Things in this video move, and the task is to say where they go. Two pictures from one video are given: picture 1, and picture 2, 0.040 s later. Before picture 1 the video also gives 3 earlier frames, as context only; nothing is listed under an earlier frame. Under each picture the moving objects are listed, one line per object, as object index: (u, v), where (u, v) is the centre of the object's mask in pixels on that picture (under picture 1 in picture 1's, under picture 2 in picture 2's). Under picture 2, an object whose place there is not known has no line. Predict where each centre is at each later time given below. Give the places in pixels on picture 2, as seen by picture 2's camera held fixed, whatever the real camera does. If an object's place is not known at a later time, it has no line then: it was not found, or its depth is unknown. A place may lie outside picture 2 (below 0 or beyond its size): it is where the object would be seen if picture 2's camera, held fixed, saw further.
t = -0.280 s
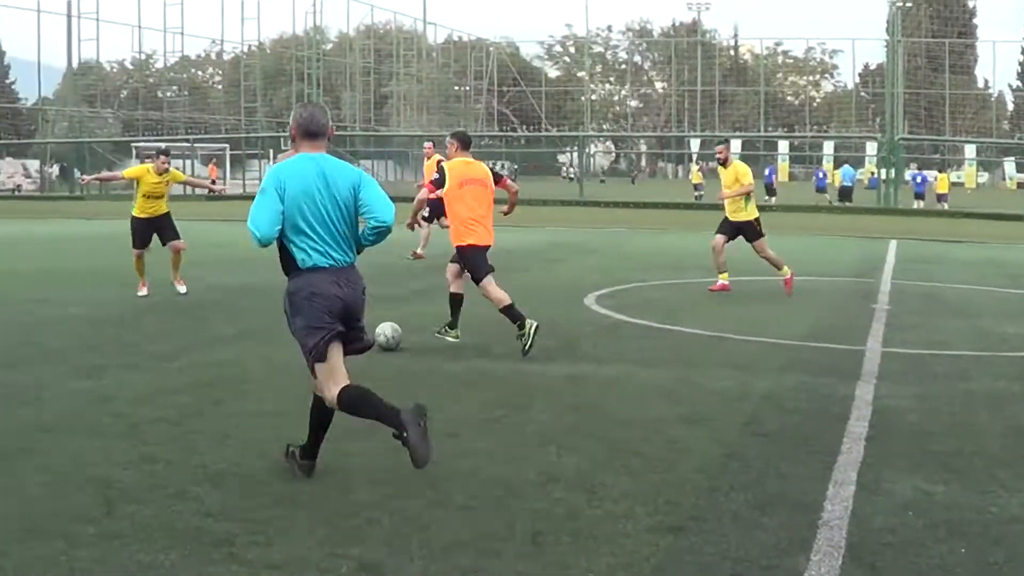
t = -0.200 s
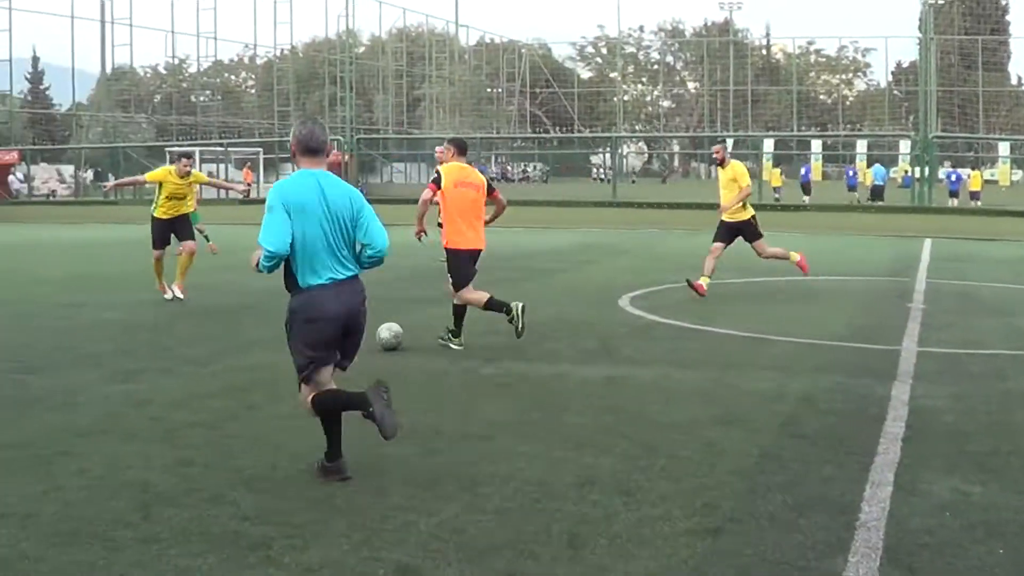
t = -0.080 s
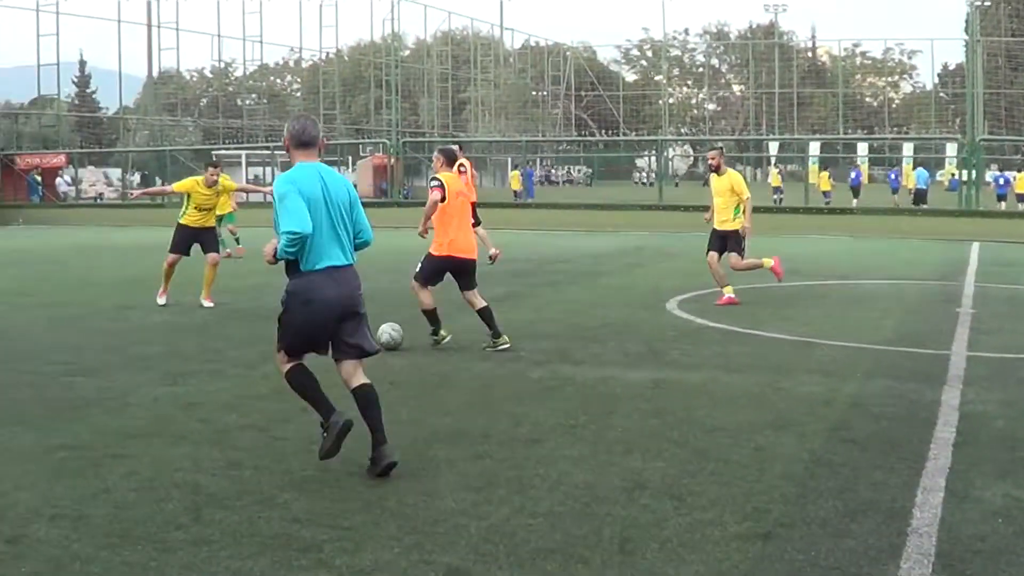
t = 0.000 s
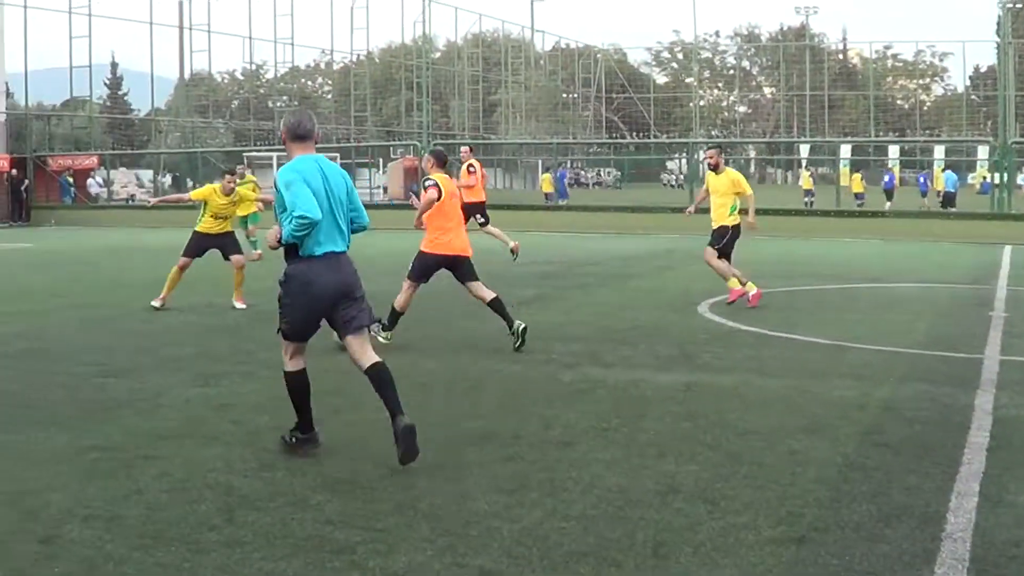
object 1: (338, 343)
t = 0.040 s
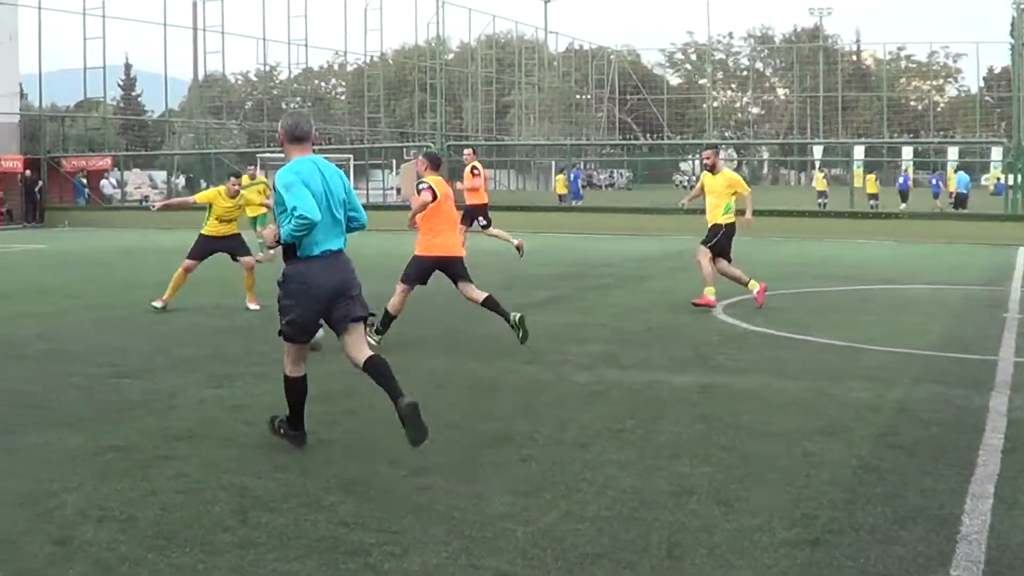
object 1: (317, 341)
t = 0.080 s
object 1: (262, 336)
